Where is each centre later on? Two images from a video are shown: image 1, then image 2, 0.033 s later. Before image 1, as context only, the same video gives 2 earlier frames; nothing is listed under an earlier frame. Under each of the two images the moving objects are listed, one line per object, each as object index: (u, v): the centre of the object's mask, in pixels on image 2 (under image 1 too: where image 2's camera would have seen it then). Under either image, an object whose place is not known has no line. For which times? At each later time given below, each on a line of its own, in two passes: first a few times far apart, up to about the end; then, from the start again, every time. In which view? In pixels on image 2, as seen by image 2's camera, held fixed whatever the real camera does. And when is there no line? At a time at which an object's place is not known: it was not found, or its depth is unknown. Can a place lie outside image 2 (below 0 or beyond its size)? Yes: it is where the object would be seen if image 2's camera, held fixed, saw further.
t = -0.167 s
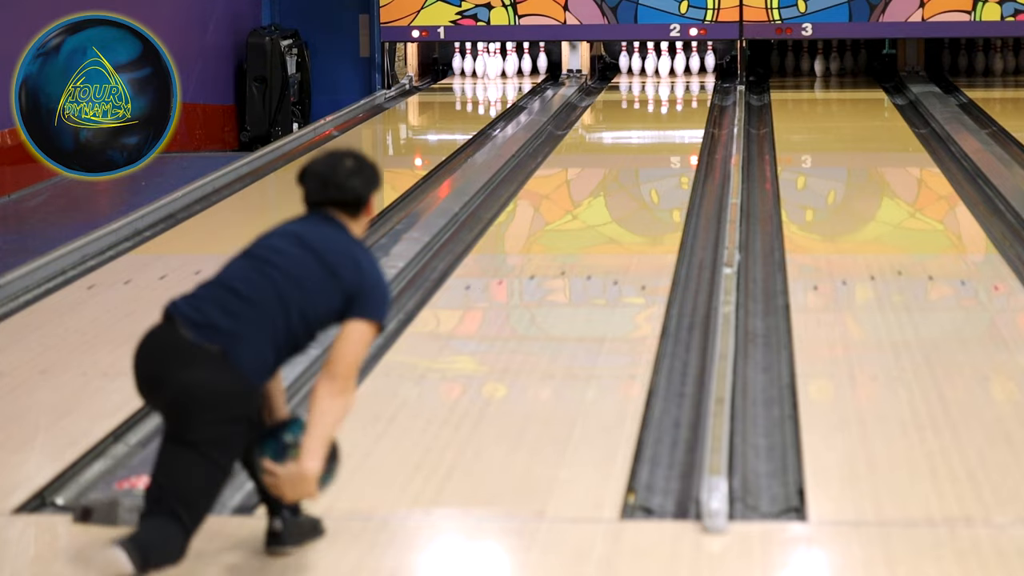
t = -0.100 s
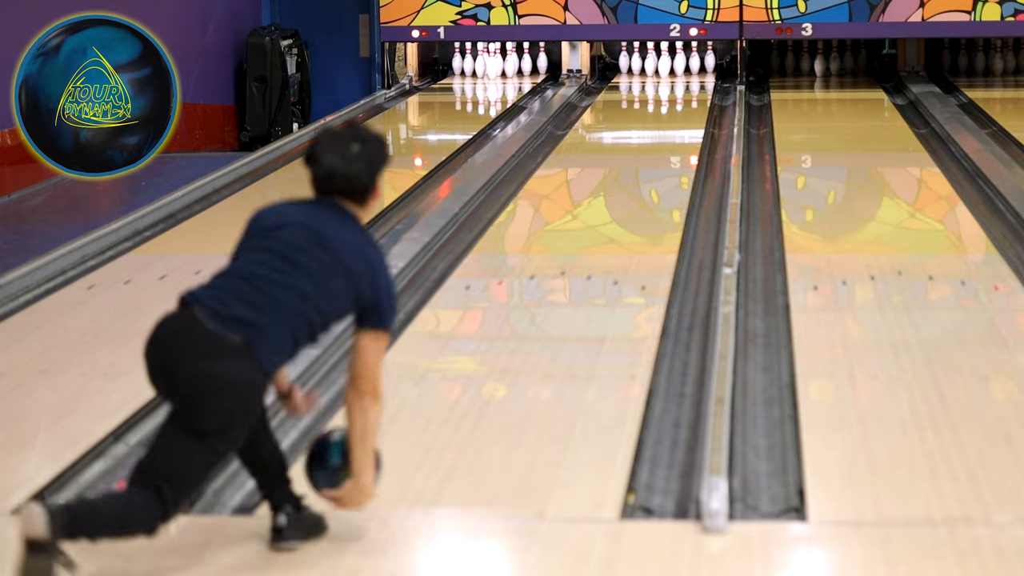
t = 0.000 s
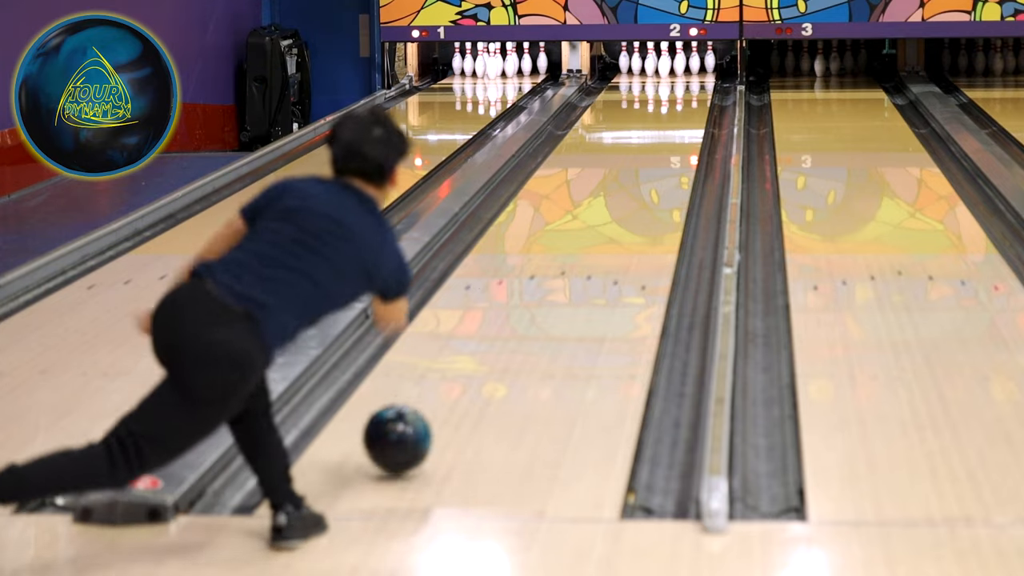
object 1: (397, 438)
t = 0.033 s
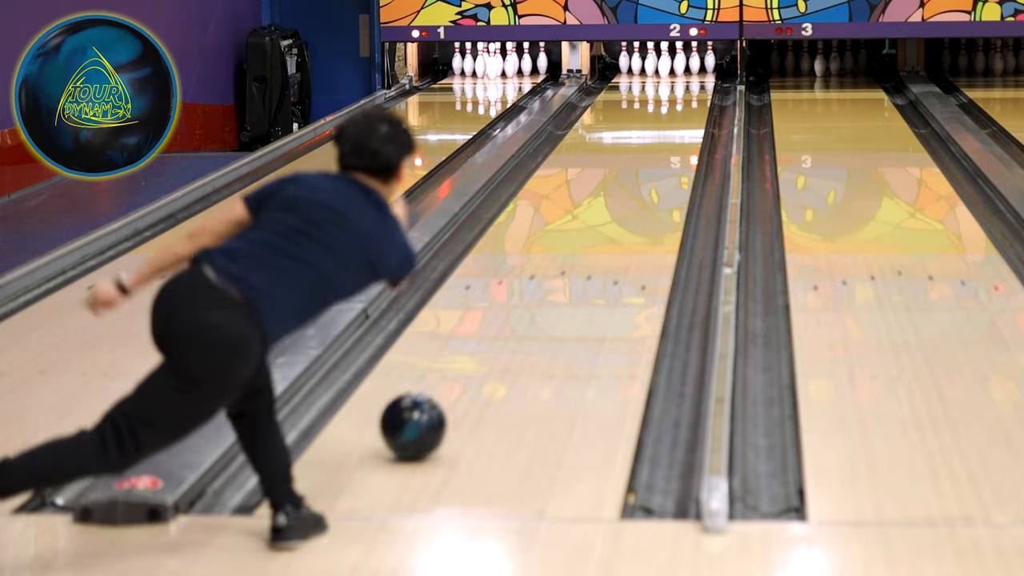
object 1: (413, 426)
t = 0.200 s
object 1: (478, 356)
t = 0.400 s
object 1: (535, 293)
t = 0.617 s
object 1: (581, 243)
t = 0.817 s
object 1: (613, 206)
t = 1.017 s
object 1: (637, 177)
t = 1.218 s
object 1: (657, 153)
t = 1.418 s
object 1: (672, 133)
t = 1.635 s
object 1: (683, 116)
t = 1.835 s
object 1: (690, 102)
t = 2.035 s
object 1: (691, 90)
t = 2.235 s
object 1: (687, 79)
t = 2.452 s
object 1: (676, 70)
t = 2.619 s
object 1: (673, 65)
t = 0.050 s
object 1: (420, 418)
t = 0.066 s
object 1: (427, 411)
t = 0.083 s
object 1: (434, 403)
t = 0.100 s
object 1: (441, 396)
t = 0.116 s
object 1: (448, 389)
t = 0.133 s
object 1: (455, 382)
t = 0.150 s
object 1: (461, 375)
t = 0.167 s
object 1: (466, 368)
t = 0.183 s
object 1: (472, 362)
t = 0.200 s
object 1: (478, 356)
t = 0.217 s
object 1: (484, 350)
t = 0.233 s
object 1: (489, 344)
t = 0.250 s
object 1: (494, 339)
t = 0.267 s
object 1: (499, 333)
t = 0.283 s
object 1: (504, 328)
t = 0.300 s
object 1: (509, 322)
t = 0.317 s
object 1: (513, 317)
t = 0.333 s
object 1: (518, 312)
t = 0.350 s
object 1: (523, 307)
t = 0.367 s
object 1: (527, 302)
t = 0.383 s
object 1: (531, 298)
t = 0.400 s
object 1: (535, 293)
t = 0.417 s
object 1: (539, 289)
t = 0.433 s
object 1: (543, 284)
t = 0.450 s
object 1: (547, 280)
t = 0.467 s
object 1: (551, 276)
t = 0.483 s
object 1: (555, 272)
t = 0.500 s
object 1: (558, 268)
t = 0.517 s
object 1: (562, 264)
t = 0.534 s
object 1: (565, 260)
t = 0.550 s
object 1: (568, 257)
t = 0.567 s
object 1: (571, 253)
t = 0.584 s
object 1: (575, 249)
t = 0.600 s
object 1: (578, 246)
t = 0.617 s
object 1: (581, 243)
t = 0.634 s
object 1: (584, 239)
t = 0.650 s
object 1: (587, 236)
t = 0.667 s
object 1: (589, 233)
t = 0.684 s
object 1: (592, 229)
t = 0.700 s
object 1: (595, 226)
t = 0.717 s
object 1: (598, 223)
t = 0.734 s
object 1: (601, 220)
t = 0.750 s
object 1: (603, 217)
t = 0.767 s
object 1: (605, 214)
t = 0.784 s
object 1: (608, 211)
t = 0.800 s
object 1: (610, 208)
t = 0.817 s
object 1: (613, 206)
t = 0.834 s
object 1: (615, 203)
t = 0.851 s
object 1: (617, 201)
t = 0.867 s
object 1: (619, 198)
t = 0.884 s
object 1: (621, 196)
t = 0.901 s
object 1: (623, 193)
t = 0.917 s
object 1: (626, 191)
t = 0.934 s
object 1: (628, 188)
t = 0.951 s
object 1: (630, 186)
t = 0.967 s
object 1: (632, 184)
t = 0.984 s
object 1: (634, 181)
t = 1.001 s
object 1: (636, 179)
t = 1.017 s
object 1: (637, 177)
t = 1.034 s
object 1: (639, 175)
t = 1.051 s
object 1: (641, 172)
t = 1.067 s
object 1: (643, 170)
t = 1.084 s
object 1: (644, 168)
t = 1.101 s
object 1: (646, 166)
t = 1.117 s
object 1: (648, 164)
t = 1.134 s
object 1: (649, 162)
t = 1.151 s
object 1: (651, 160)
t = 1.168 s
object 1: (652, 158)
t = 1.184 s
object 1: (654, 157)
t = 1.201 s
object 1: (655, 155)
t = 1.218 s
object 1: (657, 153)
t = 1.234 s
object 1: (658, 151)
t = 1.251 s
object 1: (660, 149)
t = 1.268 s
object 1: (661, 148)
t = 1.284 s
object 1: (662, 146)
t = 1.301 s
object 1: (664, 144)
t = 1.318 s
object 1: (665, 143)
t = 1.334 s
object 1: (666, 141)
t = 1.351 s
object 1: (667, 140)
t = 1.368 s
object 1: (668, 138)
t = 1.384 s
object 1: (669, 137)
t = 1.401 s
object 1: (671, 135)
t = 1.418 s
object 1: (672, 133)
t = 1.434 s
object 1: (673, 132)
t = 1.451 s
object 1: (674, 130)
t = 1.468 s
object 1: (675, 129)
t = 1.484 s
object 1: (676, 128)
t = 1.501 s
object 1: (677, 126)
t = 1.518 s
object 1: (678, 125)
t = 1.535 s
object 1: (678, 124)
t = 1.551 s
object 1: (680, 122)
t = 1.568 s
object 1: (680, 121)
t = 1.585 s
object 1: (681, 119)
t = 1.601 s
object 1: (682, 118)
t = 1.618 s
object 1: (682, 117)
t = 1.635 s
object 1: (683, 116)
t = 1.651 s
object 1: (684, 114)
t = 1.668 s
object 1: (684, 113)
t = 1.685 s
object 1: (685, 112)
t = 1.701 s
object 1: (686, 111)
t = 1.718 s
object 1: (686, 109)
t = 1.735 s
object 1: (687, 108)
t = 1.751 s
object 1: (687, 107)
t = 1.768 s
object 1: (688, 106)
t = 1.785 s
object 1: (688, 105)
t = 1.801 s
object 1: (689, 104)
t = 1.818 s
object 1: (689, 103)
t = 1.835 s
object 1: (690, 102)
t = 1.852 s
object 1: (690, 100)
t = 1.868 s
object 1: (690, 99)
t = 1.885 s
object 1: (690, 98)
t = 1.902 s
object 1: (691, 97)
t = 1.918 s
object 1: (691, 96)
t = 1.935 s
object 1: (691, 95)
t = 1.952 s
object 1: (691, 94)
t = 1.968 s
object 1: (691, 93)
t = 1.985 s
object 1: (691, 92)
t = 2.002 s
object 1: (691, 91)
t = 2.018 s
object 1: (691, 90)
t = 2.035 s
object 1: (691, 90)
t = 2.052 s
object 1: (691, 88)
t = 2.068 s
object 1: (691, 87)
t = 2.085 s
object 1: (691, 87)
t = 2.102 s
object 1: (691, 86)
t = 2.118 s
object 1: (690, 85)
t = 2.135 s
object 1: (690, 84)
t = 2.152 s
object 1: (689, 83)
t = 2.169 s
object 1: (689, 82)
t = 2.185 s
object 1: (689, 82)
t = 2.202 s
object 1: (688, 81)
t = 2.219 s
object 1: (688, 80)
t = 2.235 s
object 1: (687, 79)
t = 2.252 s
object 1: (686, 78)
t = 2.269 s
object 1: (686, 77)
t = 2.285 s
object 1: (685, 77)
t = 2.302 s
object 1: (684, 76)
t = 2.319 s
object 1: (684, 75)
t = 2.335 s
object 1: (683, 75)
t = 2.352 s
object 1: (682, 74)
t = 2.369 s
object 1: (681, 73)
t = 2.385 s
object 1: (680, 73)
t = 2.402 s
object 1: (679, 72)
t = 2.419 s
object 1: (678, 71)
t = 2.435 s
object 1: (677, 71)
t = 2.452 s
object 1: (676, 70)
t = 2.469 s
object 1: (675, 69)
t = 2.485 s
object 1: (673, 69)
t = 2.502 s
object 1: (673, 68)
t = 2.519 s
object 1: (673, 68)
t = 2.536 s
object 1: (674, 67)
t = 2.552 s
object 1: (674, 67)
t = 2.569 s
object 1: (674, 67)
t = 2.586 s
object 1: (674, 66)
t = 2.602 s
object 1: (673, 66)
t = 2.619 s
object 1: (673, 65)
